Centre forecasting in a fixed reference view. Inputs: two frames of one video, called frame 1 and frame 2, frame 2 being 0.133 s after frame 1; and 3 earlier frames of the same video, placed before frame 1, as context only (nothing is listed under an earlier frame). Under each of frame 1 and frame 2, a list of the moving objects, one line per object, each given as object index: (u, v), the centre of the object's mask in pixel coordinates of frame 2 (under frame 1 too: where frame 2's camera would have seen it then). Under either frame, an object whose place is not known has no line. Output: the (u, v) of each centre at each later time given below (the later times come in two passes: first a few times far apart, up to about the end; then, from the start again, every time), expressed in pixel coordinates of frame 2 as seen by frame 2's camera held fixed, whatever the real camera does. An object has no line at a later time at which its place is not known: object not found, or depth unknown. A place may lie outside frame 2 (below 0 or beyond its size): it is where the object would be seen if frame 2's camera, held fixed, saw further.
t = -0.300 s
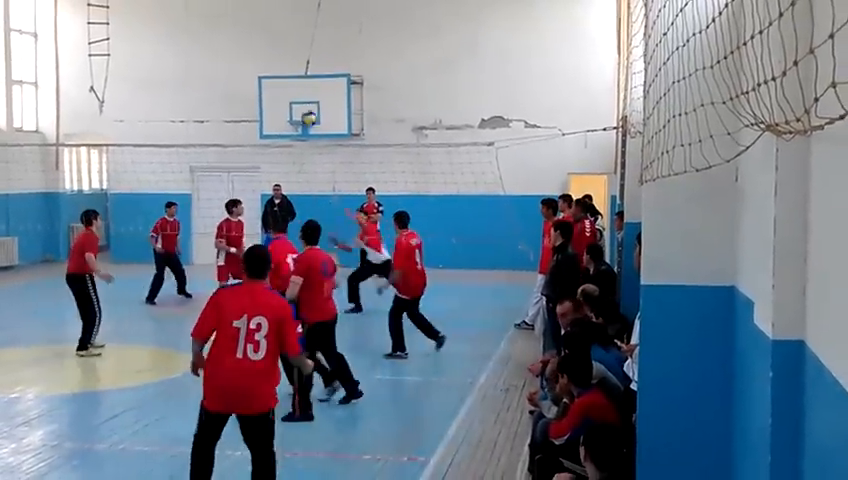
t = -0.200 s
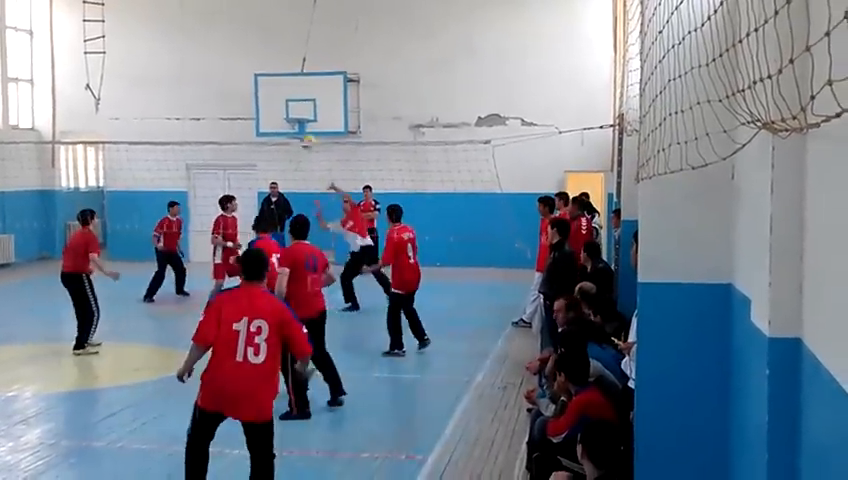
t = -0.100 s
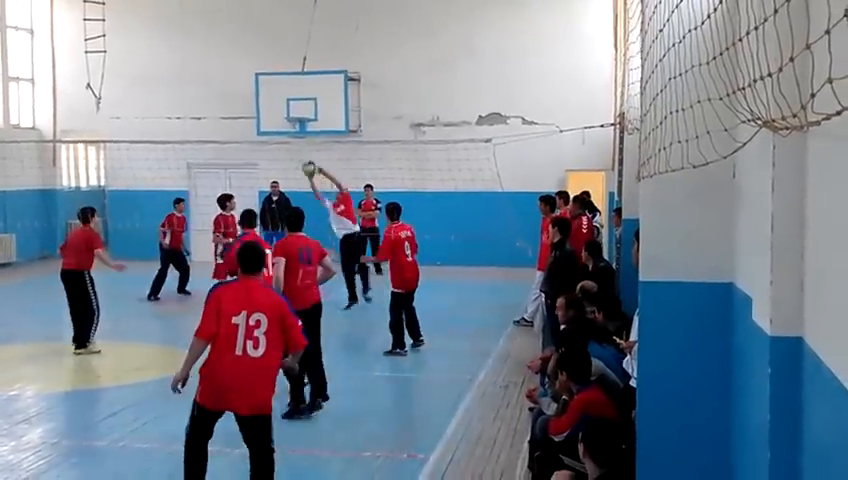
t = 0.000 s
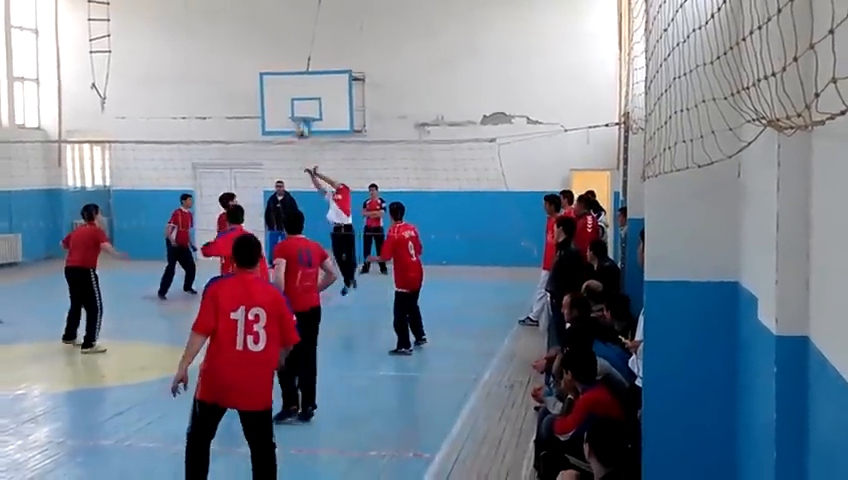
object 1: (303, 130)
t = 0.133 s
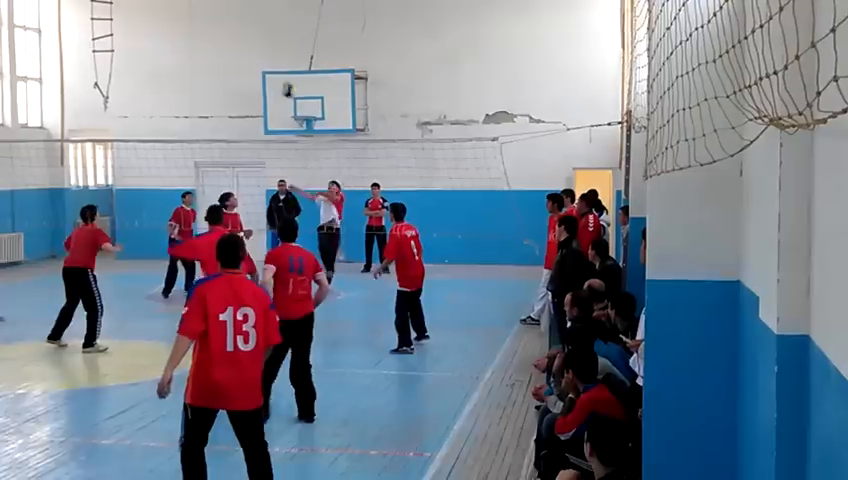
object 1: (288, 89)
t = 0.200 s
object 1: (279, 73)
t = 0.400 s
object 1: (254, 38)
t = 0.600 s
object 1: (227, 34)
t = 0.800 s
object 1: (197, 60)
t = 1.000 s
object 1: (167, 125)
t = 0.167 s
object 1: (284, 82)
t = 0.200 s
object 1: (279, 73)
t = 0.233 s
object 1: (275, 66)
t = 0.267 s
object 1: (271, 59)
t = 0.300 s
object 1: (267, 53)
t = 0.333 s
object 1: (262, 47)
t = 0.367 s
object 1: (258, 42)
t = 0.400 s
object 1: (254, 38)
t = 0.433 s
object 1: (250, 35)
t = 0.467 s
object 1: (245, 33)
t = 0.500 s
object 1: (240, 31)
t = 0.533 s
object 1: (236, 32)
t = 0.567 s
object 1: (232, 32)
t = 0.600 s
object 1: (227, 34)
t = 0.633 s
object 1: (222, 35)
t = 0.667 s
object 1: (217, 39)
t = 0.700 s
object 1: (212, 44)
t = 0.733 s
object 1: (207, 48)
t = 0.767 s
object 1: (202, 54)
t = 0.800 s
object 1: (197, 60)
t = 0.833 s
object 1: (193, 68)
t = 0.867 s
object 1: (189, 77)
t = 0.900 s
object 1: (183, 87)
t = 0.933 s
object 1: (178, 99)
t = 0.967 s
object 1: (173, 111)
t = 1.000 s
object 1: (167, 125)
